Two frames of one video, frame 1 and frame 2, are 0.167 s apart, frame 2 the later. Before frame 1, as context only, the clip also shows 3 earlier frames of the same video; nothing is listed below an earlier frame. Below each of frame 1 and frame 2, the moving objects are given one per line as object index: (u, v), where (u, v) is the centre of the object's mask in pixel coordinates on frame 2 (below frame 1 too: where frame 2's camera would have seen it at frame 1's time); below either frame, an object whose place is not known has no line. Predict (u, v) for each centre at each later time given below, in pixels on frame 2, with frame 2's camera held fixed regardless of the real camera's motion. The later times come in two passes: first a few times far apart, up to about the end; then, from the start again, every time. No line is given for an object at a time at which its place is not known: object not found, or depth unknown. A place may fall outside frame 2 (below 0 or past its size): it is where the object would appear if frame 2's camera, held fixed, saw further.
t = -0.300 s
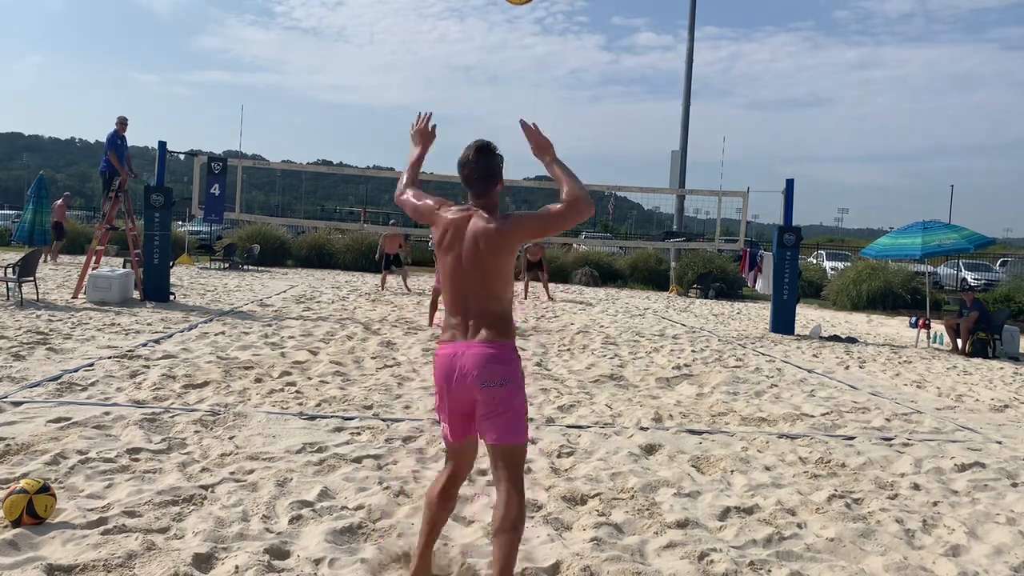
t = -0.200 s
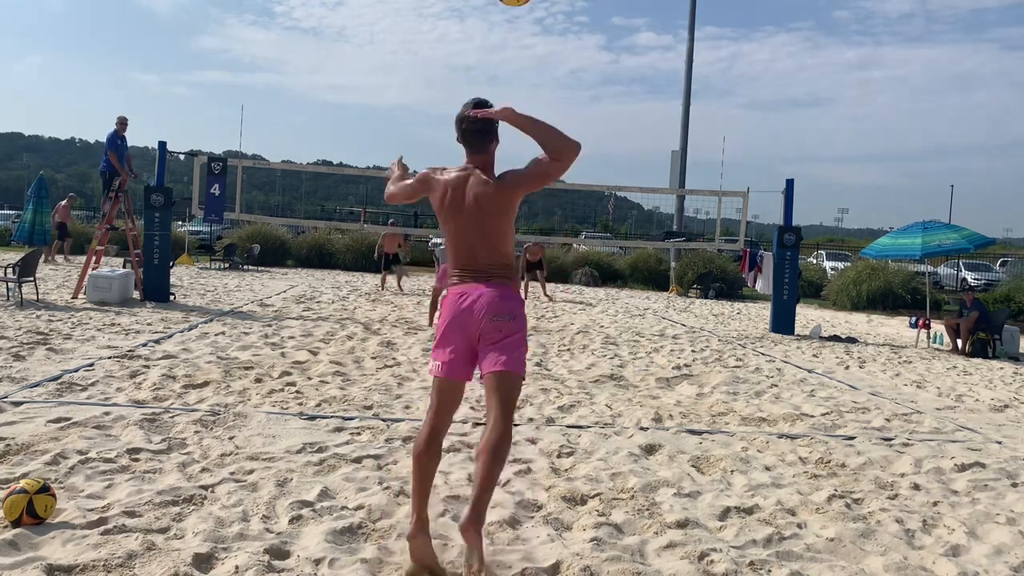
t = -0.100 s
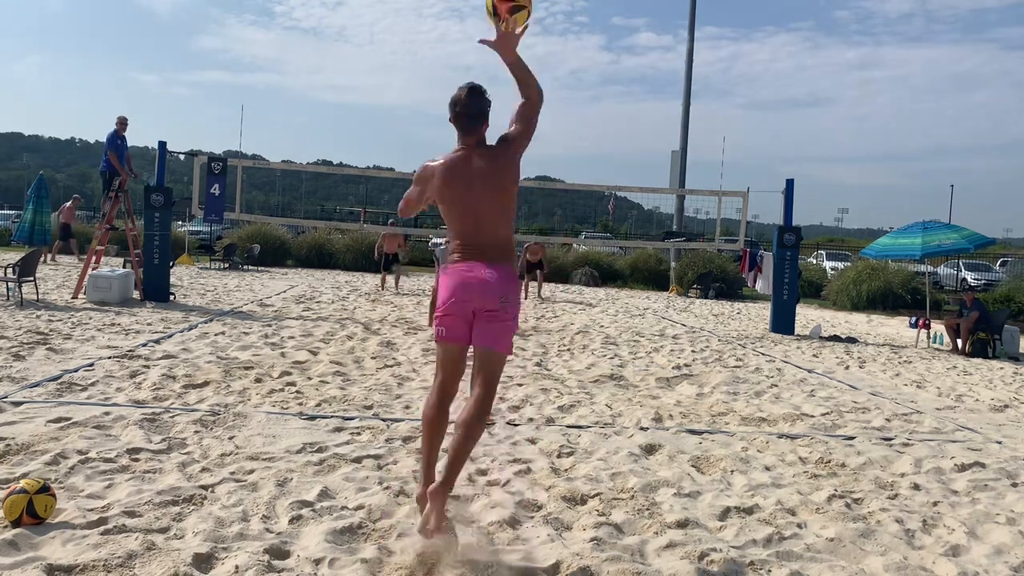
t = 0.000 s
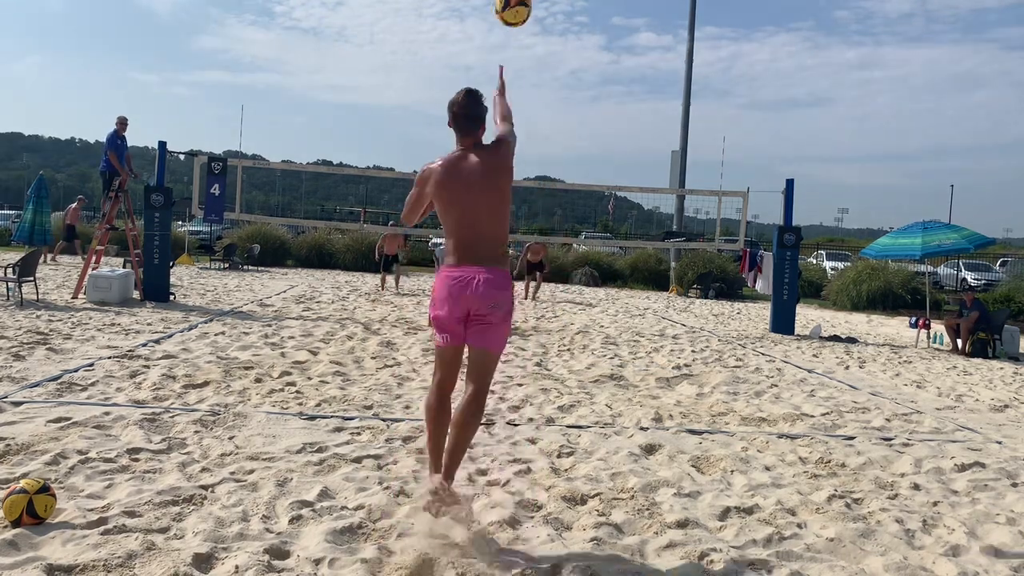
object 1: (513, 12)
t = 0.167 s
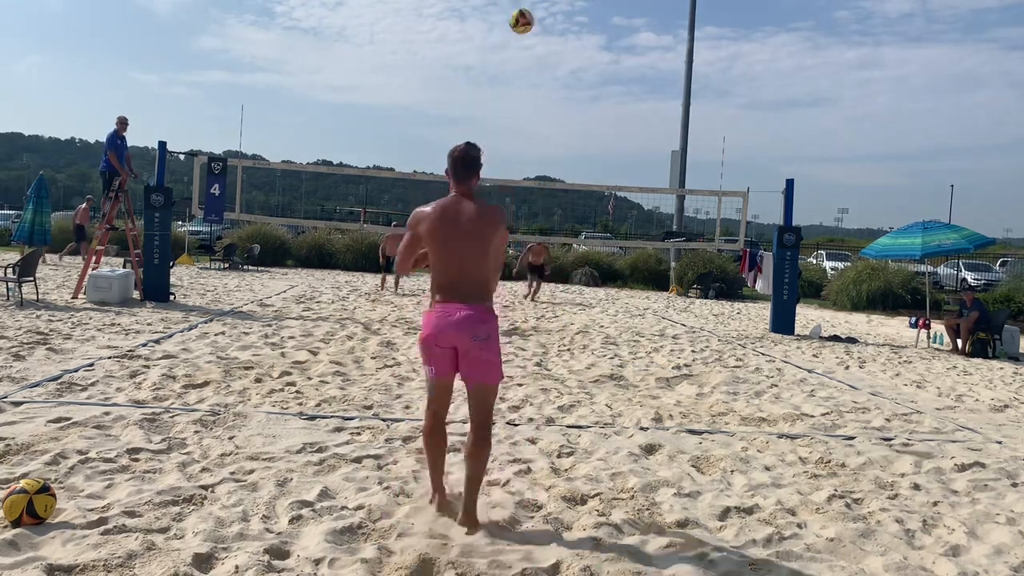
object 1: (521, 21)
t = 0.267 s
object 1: (526, 39)
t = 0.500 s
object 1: (536, 88)
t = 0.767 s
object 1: (548, 153)
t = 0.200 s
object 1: (523, 27)
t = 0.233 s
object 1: (524, 32)
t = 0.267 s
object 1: (526, 39)
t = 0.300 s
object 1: (528, 45)
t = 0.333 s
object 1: (529, 52)
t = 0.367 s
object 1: (530, 59)
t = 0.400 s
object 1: (532, 66)
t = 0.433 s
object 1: (533, 74)
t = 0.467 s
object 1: (534, 81)
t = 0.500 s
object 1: (536, 88)
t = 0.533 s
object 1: (537, 96)
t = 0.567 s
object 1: (539, 104)
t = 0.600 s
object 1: (540, 112)
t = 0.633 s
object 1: (542, 119)
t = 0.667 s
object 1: (544, 127)
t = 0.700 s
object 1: (545, 136)
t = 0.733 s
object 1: (546, 145)
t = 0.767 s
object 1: (548, 153)
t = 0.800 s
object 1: (549, 162)
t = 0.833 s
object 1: (551, 171)
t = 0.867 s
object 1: (553, 178)
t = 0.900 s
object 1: (553, 191)
